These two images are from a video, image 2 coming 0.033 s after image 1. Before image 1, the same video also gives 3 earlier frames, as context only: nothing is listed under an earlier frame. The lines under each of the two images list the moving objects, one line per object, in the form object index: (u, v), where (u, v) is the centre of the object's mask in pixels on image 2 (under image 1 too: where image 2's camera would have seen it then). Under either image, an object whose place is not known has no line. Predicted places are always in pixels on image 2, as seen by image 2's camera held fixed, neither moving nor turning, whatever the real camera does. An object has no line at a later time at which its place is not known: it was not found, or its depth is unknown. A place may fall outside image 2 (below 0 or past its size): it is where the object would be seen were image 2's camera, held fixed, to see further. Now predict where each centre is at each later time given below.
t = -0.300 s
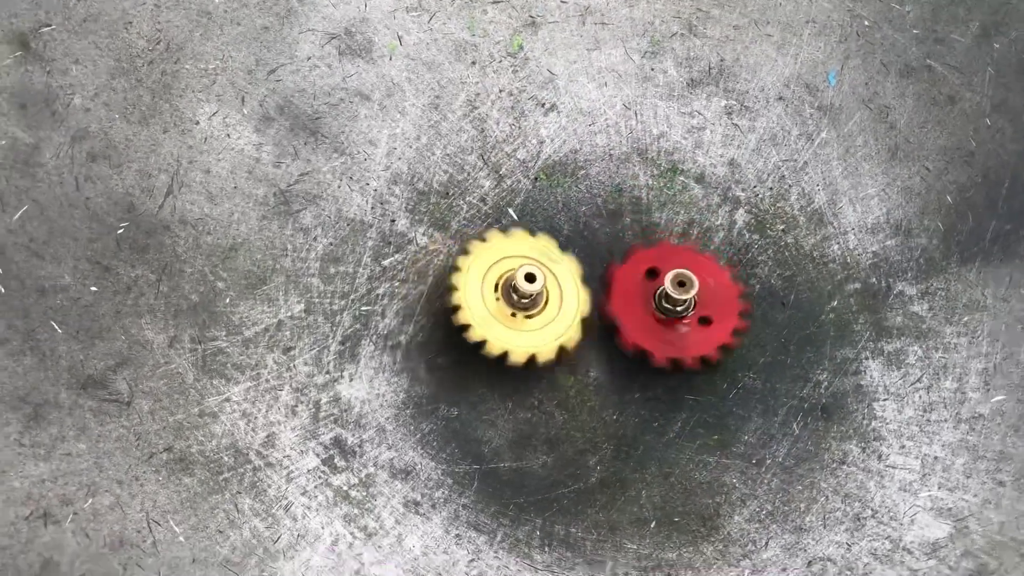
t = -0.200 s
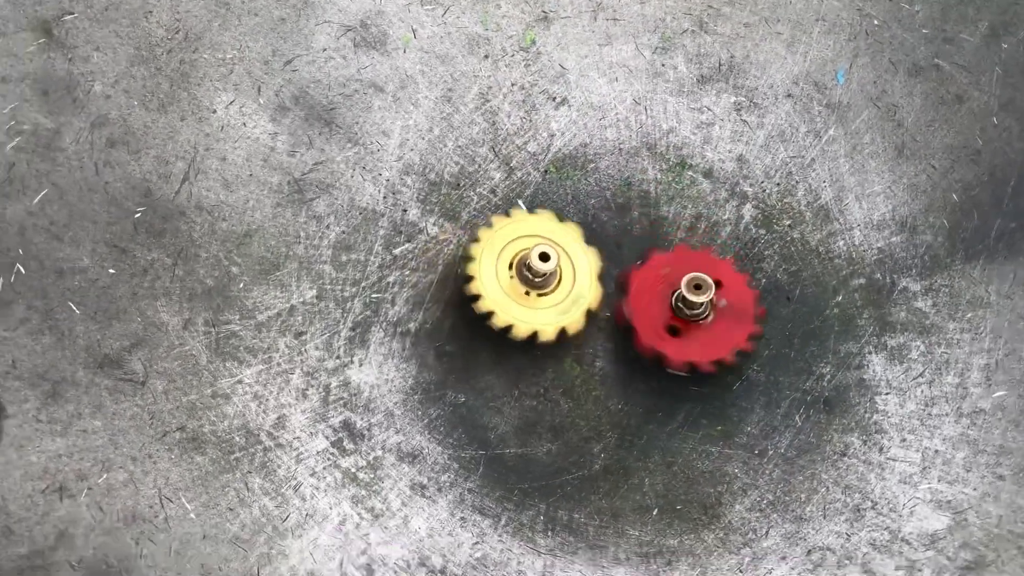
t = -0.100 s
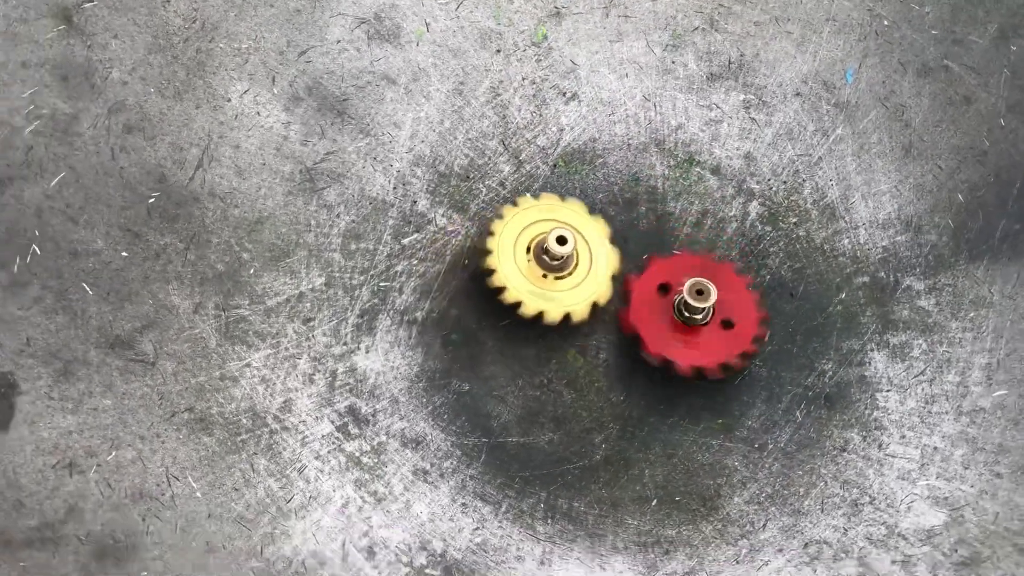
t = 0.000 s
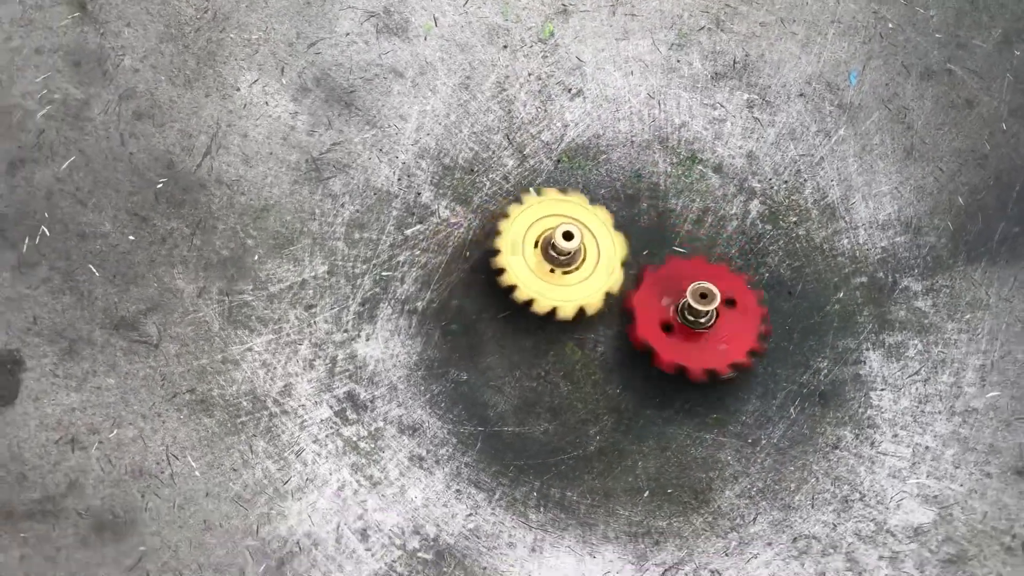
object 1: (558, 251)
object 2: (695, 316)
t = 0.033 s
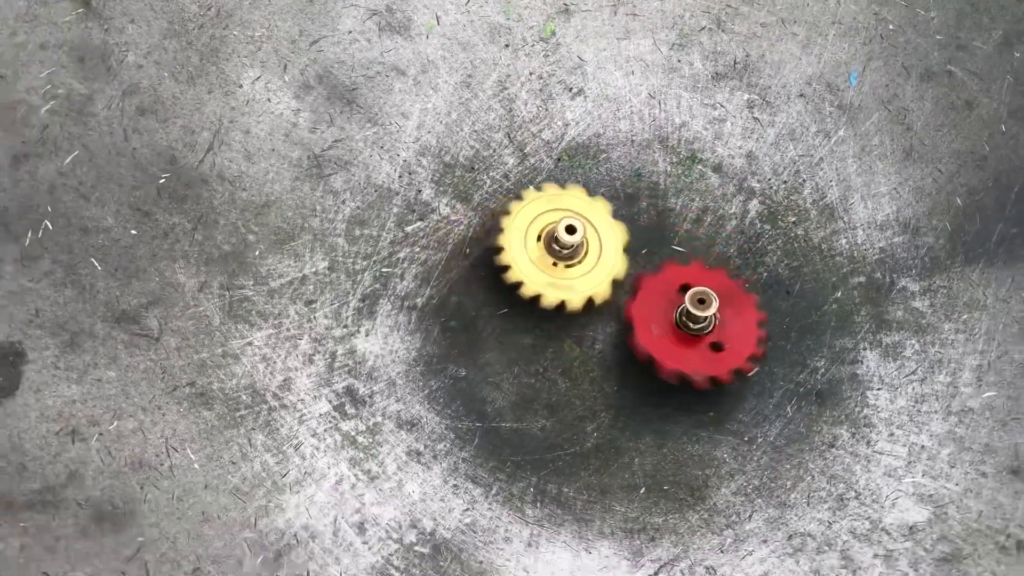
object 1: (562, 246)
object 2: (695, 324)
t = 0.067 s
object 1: (565, 236)
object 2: (696, 337)
